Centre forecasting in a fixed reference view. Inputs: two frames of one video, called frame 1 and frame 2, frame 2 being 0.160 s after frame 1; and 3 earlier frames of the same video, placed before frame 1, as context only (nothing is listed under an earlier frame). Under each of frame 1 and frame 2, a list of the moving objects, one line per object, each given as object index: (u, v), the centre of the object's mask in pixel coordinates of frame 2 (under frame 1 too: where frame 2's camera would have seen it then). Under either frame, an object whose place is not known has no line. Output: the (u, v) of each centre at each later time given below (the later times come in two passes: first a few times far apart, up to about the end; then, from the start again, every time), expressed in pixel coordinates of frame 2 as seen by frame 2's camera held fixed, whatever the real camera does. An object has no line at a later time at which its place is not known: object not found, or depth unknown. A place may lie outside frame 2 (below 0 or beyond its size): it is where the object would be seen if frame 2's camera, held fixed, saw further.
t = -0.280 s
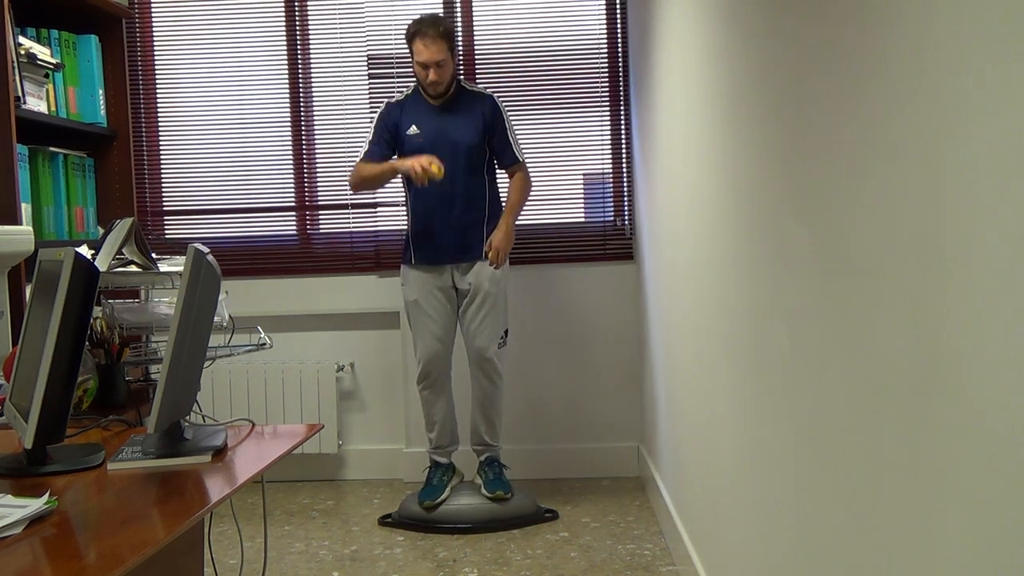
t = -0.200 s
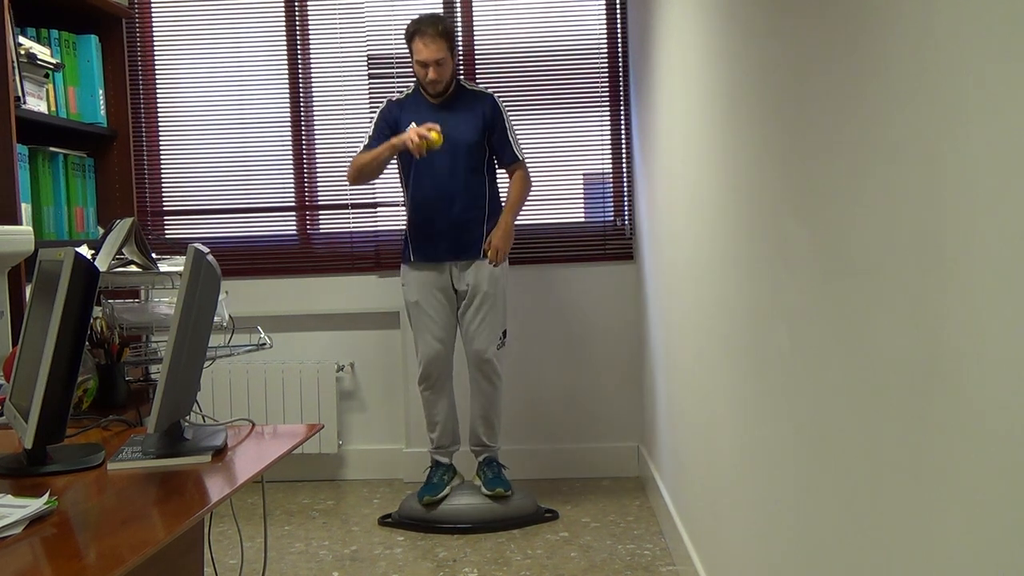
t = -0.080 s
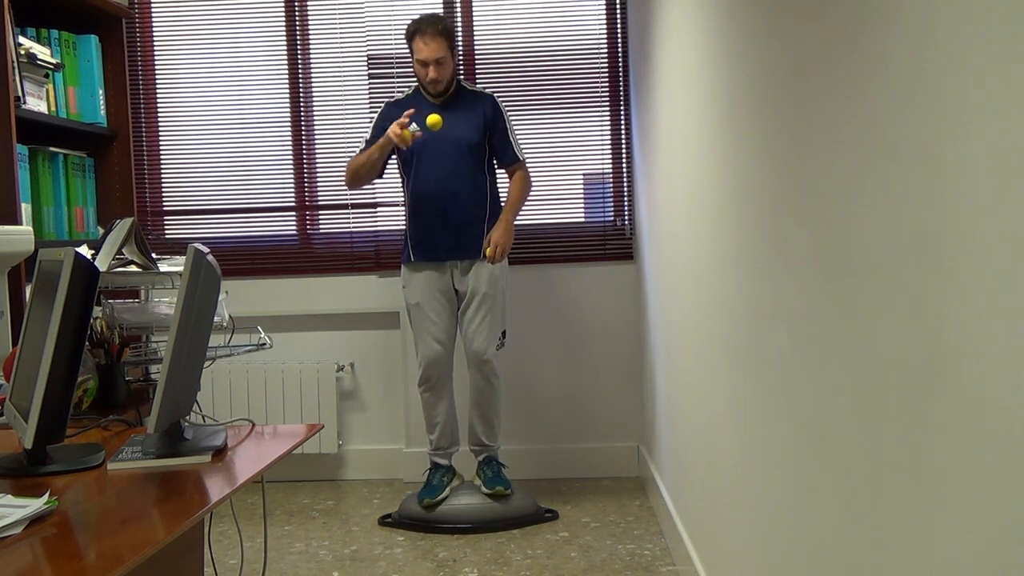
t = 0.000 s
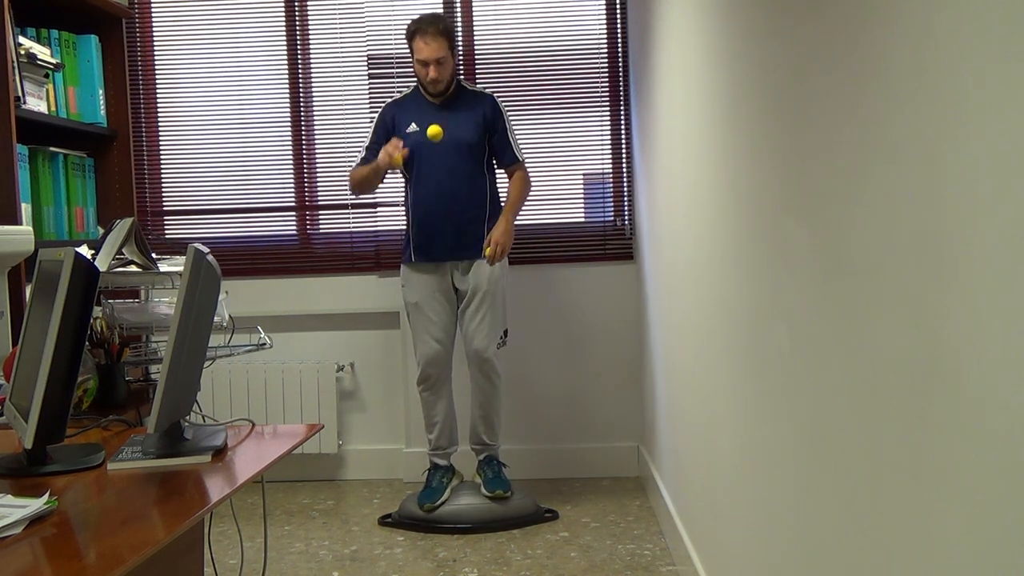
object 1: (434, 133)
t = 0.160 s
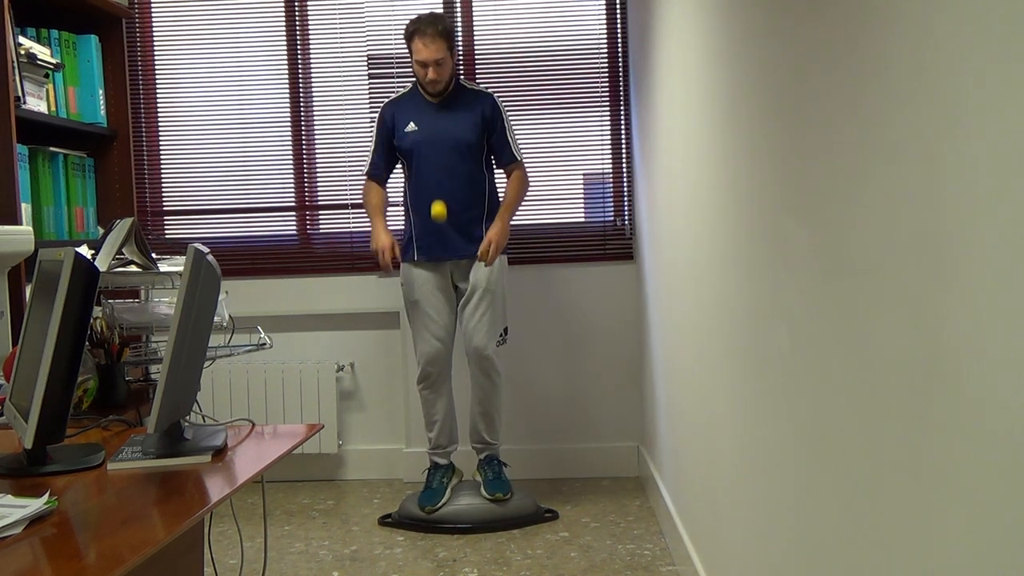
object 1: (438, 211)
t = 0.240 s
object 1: (442, 276)
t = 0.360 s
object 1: (447, 412)
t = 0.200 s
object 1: (440, 242)
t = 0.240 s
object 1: (442, 276)
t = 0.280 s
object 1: (444, 317)
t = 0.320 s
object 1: (445, 362)
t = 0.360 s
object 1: (447, 412)
